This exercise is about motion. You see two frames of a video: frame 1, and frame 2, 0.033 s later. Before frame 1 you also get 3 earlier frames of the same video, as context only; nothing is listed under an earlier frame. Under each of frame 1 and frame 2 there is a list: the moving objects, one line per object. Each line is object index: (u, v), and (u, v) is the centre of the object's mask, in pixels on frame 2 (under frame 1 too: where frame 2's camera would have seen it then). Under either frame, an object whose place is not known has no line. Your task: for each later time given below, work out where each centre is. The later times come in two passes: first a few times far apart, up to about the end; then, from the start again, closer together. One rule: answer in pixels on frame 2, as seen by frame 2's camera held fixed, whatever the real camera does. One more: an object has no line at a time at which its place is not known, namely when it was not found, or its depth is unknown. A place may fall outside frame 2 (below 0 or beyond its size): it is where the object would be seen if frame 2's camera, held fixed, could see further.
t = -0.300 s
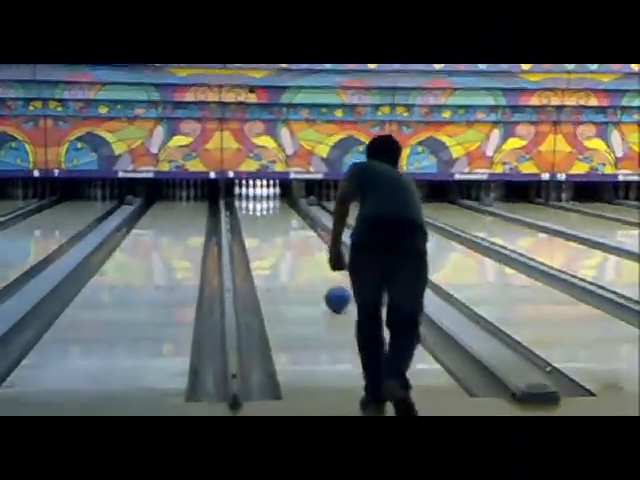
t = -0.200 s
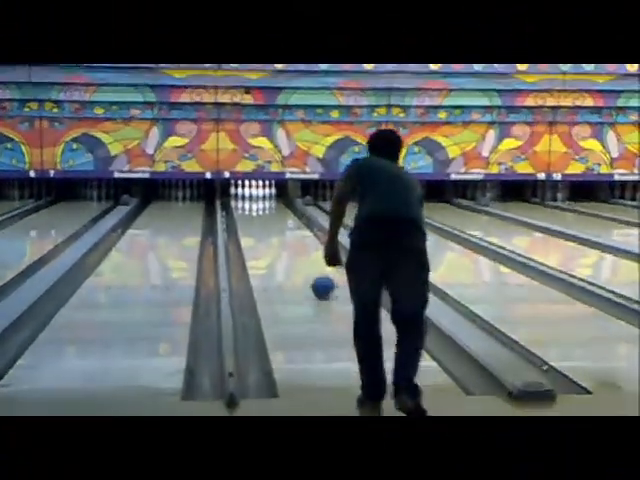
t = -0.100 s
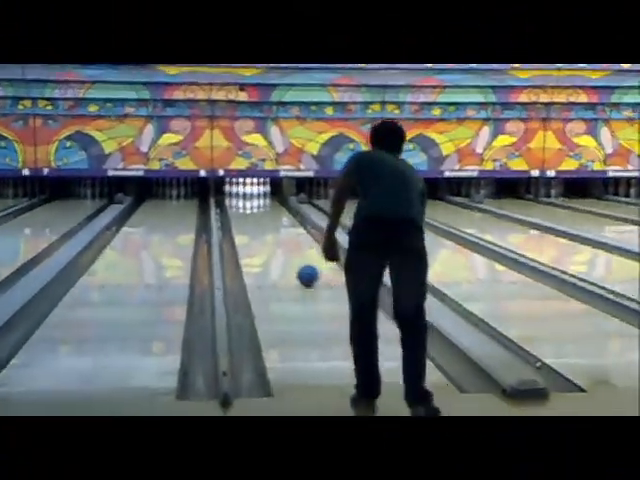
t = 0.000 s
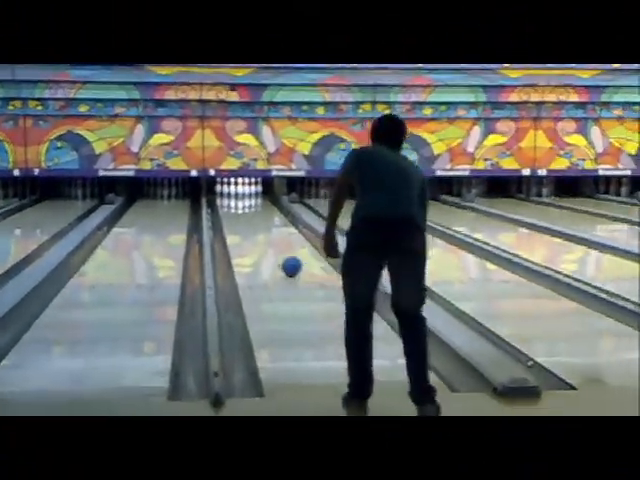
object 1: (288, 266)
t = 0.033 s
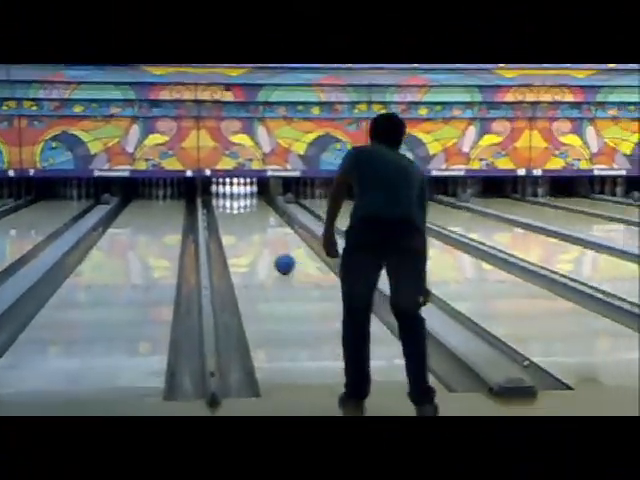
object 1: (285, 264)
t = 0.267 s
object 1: (270, 248)
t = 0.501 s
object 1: (257, 235)
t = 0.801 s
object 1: (246, 225)
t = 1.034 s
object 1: (238, 216)
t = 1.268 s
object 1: (232, 210)
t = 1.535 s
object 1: (226, 204)
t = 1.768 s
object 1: (220, 200)
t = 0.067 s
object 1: (284, 262)
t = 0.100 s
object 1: (280, 259)
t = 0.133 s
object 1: (278, 257)
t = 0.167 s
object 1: (276, 254)
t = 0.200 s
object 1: (274, 252)
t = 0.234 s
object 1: (272, 250)
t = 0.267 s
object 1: (270, 248)
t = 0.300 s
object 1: (269, 247)
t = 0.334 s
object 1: (266, 244)
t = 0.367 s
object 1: (264, 242)
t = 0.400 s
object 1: (263, 241)
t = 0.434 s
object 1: (261, 239)
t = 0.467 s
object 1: (259, 237)
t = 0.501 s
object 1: (257, 235)
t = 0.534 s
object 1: (256, 234)
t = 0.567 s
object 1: (255, 233)
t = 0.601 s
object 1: (252, 231)
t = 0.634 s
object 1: (252, 229)
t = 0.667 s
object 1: (250, 228)
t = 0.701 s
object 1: (249, 227)
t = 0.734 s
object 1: (248, 226)
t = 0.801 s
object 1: (246, 225)
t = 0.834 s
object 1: (245, 224)
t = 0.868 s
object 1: (244, 222)
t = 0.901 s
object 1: (243, 221)
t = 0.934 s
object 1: (242, 221)
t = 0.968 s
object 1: (240, 219)
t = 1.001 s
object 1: (239, 218)
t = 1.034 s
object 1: (238, 216)
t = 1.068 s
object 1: (237, 216)
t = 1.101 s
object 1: (236, 214)
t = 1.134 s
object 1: (235, 214)
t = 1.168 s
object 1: (235, 212)
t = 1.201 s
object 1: (233, 211)
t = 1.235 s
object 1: (232, 211)
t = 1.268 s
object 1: (232, 210)
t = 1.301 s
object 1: (231, 209)
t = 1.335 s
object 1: (229, 208)
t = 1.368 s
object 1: (228, 207)
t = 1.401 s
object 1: (227, 206)
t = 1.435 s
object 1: (227, 206)
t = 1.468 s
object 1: (226, 206)
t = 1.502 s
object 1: (226, 204)
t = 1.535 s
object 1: (226, 204)
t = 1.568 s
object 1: (225, 204)
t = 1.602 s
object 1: (222, 201)
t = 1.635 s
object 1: (222, 201)
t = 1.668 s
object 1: (220, 201)
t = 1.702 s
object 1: (221, 200)
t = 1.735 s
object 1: (220, 200)
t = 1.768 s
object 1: (220, 200)
